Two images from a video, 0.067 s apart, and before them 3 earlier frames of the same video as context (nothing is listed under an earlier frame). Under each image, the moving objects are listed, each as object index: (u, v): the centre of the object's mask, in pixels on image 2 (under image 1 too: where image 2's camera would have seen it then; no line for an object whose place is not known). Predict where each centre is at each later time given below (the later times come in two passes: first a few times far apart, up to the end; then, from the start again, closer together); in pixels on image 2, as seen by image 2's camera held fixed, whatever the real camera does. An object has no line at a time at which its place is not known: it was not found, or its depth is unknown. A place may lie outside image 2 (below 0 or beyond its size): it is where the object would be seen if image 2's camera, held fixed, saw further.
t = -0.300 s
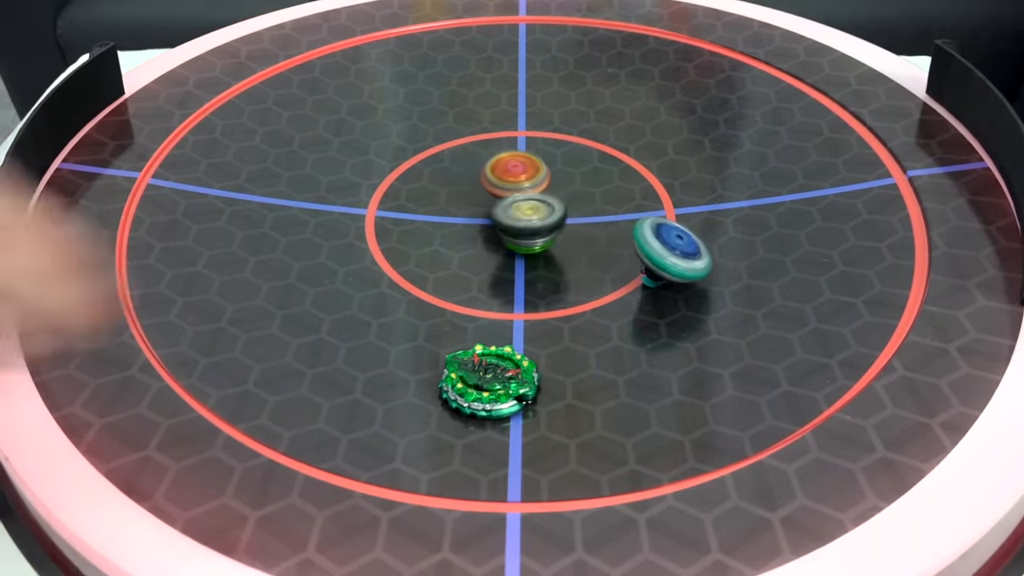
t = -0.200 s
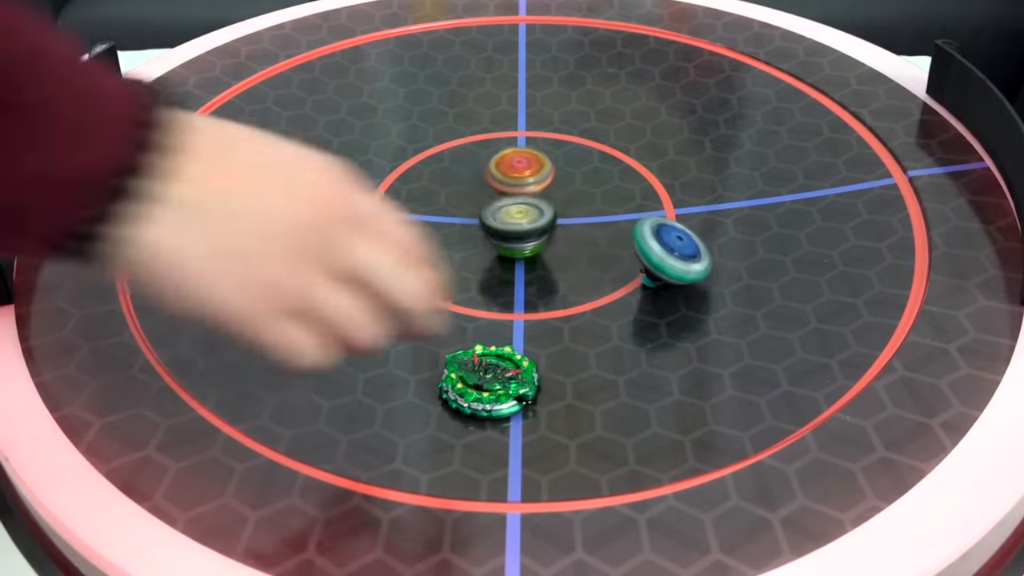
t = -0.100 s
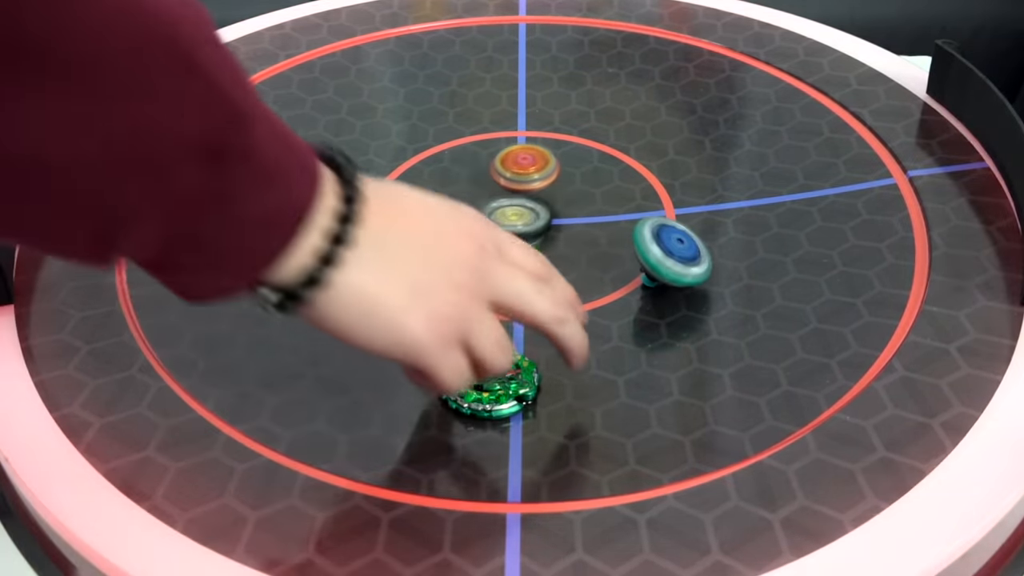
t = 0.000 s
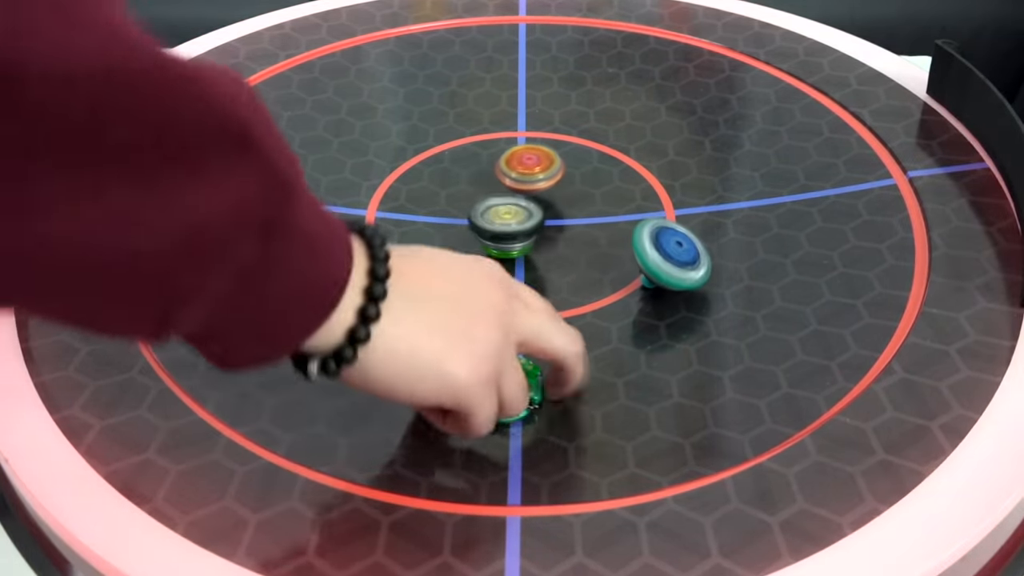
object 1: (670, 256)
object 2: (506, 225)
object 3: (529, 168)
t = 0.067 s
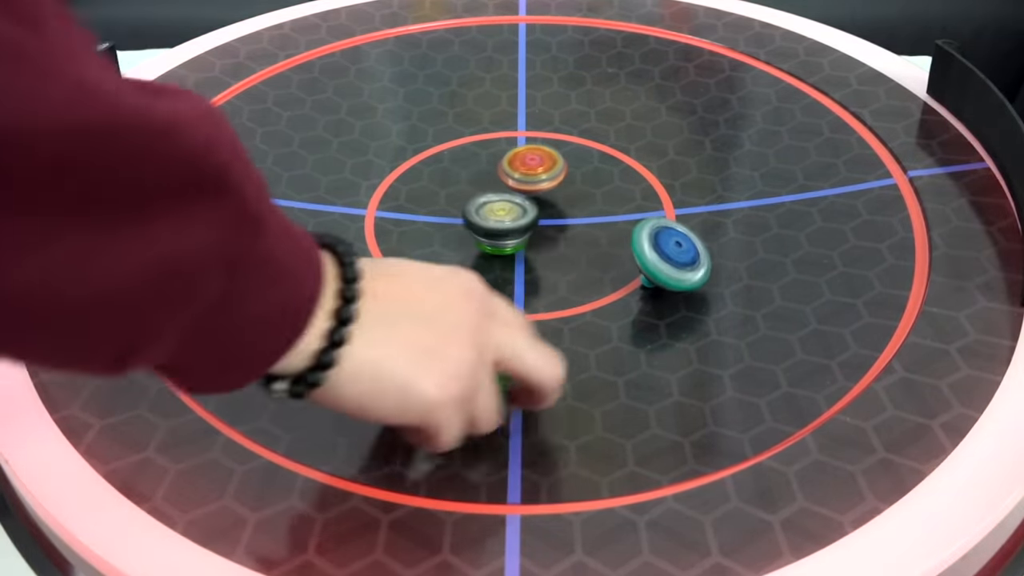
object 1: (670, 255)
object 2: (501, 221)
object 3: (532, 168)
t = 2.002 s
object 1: (629, 256)
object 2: (541, 163)
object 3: (549, 218)
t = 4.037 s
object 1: (631, 259)
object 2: (553, 215)
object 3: (515, 172)
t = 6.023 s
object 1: (601, 254)
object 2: (559, 169)
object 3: (485, 202)
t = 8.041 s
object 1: (573, 259)
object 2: (516, 168)
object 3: (545, 210)
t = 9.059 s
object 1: (580, 252)
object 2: (550, 203)
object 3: (470, 188)
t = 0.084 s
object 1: (670, 256)
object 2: (500, 220)
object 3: (533, 168)
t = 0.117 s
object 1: (670, 256)
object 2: (497, 219)
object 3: (534, 169)
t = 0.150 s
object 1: (669, 256)
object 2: (494, 216)
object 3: (535, 170)
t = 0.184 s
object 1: (669, 256)
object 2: (491, 215)
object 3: (536, 171)
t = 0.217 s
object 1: (669, 257)
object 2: (489, 213)
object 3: (537, 172)
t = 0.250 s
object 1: (669, 257)
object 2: (487, 211)
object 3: (537, 173)
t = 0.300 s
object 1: (668, 257)
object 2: (485, 208)
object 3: (539, 174)
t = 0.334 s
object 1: (667, 258)
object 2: (480, 208)
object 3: (543, 173)
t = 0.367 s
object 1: (667, 258)
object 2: (464, 210)
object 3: (557, 168)
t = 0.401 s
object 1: (666, 258)
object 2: (452, 213)
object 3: (569, 164)
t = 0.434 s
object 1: (665, 259)
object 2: (443, 215)
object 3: (578, 160)
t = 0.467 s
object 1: (665, 259)
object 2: (437, 216)
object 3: (585, 158)
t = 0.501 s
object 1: (664, 260)
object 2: (433, 216)
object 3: (589, 157)
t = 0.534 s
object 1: (663, 260)
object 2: (431, 216)
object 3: (592, 156)
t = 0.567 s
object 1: (662, 260)
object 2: (430, 215)
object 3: (593, 155)
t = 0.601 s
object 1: (661, 261)
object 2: (430, 215)
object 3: (593, 155)
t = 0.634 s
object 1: (659, 260)
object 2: (430, 213)
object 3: (591, 155)
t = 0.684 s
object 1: (658, 260)
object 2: (432, 211)
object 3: (588, 156)
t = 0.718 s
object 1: (658, 261)
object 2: (433, 209)
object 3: (586, 156)
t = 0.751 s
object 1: (656, 261)
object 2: (436, 207)
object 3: (584, 157)
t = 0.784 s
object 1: (655, 261)
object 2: (437, 205)
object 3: (581, 157)
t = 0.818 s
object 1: (654, 261)
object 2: (441, 202)
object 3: (579, 158)
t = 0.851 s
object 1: (653, 261)
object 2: (444, 201)
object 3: (577, 159)
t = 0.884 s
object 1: (652, 261)
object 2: (449, 198)
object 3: (574, 160)
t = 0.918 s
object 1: (651, 260)
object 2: (452, 195)
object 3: (572, 161)
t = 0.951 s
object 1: (650, 261)
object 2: (456, 193)
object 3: (570, 163)
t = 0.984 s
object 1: (649, 260)
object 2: (461, 191)
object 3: (567, 165)
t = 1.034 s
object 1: (648, 260)
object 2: (468, 187)
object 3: (564, 167)
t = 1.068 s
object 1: (647, 260)
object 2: (472, 184)
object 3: (562, 169)
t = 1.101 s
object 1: (646, 259)
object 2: (477, 182)
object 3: (560, 171)
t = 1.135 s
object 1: (645, 259)
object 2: (483, 181)
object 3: (558, 173)
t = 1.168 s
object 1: (644, 259)
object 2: (484, 177)
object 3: (561, 175)
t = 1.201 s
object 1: (644, 259)
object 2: (483, 176)
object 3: (565, 177)
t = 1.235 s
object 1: (642, 259)
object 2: (484, 174)
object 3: (568, 178)
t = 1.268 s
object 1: (642, 258)
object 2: (487, 173)
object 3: (570, 180)
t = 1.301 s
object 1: (641, 258)
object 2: (489, 171)
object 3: (571, 182)
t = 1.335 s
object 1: (640, 258)
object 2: (493, 170)
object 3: (571, 184)
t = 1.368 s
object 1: (640, 258)
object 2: (496, 170)
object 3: (570, 185)
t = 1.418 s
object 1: (639, 257)
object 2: (502, 168)
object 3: (568, 188)
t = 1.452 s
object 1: (638, 257)
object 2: (505, 168)
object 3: (568, 189)
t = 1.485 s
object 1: (637, 257)
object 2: (506, 166)
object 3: (569, 192)
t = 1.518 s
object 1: (636, 257)
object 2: (508, 165)
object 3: (570, 194)
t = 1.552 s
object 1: (636, 256)
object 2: (509, 164)
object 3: (570, 196)
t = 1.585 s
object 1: (635, 257)
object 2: (512, 164)
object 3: (569, 198)
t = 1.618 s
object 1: (635, 256)
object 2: (514, 164)
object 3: (568, 199)
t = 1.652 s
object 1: (634, 256)
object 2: (517, 163)
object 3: (567, 200)
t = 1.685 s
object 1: (634, 257)
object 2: (520, 163)
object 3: (564, 201)
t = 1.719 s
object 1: (633, 256)
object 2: (522, 163)
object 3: (562, 202)
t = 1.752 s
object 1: (633, 256)
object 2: (525, 163)
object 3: (560, 203)
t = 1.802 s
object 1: (632, 256)
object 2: (530, 162)
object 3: (557, 205)
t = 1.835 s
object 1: (632, 256)
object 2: (532, 161)
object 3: (557, 209)
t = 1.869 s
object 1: (631, 256)
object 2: (534, 161)
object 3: (556, 212)
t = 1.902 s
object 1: (631, 256)
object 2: (536, 161)
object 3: (555, 214)
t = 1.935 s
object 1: (631, 256)
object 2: (537, 161)
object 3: (553, 216)
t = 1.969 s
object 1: (630, 256)
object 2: (539, 162)
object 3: (551, 217)
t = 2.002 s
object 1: (629, 256)
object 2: (541, 163)
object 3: (549, 218)
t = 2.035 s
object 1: (629, 256)
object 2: (543, 165)
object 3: (546, 219)
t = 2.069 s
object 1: (629, 255)
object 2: (545, 166)
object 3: (544, 219)
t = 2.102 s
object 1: (629, 255)
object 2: (546, 166)
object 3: (542, 219)
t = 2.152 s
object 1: (629, 255)
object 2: (549, 168)
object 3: (538, 219)
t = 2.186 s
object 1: (629, 255)
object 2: (550, 170)
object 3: (537, 218)
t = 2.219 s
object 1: (628, 255)
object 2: (552, 171)
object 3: (534, 218)
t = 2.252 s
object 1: (628, 255)
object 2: (555, 171)
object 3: (529, 222)
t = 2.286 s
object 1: (628, 255)
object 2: (558, 170)
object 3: (523, 225)
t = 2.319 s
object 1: (628, 255)
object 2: (559, 169)
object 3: (517, 228)
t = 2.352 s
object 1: (628, 255)
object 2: (560, 168)
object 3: (512, 230)
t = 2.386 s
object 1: (628, 255)
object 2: (560, 168)
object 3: (507, 231)
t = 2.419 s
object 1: (627, 255)
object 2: (560, 168)
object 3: (503, 231)
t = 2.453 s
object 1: (627, 255)
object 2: (559, 169)
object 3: (500, 231)
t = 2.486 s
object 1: (627, 255)
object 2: (558, 169)
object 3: (497, 231)
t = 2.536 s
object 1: (627, 254)
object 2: (556, 171)
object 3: (493, 229)
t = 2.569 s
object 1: (626, 254)
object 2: (555, 172)
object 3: (491, 228)
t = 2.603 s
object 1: (626, 254)
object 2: (552, 173)
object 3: (489, 227)
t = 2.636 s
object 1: (626, 254)
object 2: (551, 175)
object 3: (488, 226)
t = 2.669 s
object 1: (626, 254)
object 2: (548, 177)
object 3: (486, 224)
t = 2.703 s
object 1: (626, 254)
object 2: (546, 179)
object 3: (485, 222)
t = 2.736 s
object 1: (626, 253)
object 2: (544, 180)
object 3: (484, 220)
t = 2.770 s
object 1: (627, 253)
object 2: (542, 183)
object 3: (483, 218)
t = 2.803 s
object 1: (626, 253)
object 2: (540, 184)
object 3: (483, 216)
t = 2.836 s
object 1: (626, 253)
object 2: (538, 185)
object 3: (482, 215)
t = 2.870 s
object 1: (626, 253)
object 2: (540, 185)
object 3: (479, 212)
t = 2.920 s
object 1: (627, 253)
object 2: (544, 185)
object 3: (469, 212)
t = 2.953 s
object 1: (627, 253)
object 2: (543, 185)
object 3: (464, 211)
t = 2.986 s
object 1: (627, 253)
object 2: (543, 186)
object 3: (462, 210)
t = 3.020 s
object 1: (627, 253)
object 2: (541, 187)
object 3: (460, 208)
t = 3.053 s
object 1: (628, 253)
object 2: (540, 187)
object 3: (460, 207)
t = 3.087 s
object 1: (628, 253)
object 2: (537, 188)
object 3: (460, 206)
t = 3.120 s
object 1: (628, 253)
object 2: (534, 190)
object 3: (461, 204)
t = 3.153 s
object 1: (628, 253)
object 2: (534, 191)
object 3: (461, 203)
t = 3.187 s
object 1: (629, 253)
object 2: (535, 192)
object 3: (458, 202)
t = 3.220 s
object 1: (629, 254)
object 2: (536, 193)
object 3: (455, 200)
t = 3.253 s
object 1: (629, 254)
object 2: (535, 194)
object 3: (454, 199)
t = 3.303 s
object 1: (630, 254)
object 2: (534, 195)
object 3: (456, 196)
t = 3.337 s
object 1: (630, 254)
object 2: (533, 195)
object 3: (458, 196)
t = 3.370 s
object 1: (631, 254)
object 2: (538, 197)
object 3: (455, 192)
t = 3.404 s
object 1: (631, 254)
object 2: (546, 198)
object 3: (451, 190)
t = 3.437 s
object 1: (631, 254)
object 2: (553, 199)
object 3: (448, 187)
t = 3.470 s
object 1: (632, 255)
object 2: (557, 200)
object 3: (449, 185)
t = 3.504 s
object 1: (632, 255)
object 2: (559, 200)
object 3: (449, 183)
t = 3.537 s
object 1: (632, 255)
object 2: (561, 201)
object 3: (452, 181)
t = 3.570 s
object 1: (632, 256)
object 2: (562, 201)
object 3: (455, 180)
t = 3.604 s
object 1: (633, 256)
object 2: (563, 203)
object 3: (459, 179)
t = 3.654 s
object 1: (633, 256)
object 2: (563, 204)
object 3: (465, 178)
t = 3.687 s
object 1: (633, 256)
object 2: (563, 204)
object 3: (469, 176)
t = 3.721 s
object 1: (634, 257)
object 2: (563, 205)
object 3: (474, 176)
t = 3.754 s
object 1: (634, 257)
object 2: (563, 206)
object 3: (478, 176)
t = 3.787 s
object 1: (634, 257)
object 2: (562, 207)
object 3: (484, 176)
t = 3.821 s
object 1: (634, 258)
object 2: (561, 207)
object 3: (488, 175)
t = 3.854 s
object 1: (634, 258)
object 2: (560, 208)
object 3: (494, 175)
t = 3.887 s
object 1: (633, 258)
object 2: (559, 209)
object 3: (498, 176)
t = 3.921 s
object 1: (633, 258)
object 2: (558, 210)
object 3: (503, 175)
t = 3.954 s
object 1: (633, 259)
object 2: (556, 211)
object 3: (506, 175)
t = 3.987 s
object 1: (632, 259)
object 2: (554, 211)
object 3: (510, 174)
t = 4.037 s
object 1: (631, 259)
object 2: (553, 215)
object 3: (515, 172)
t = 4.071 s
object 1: (631, 260)
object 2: (552, 218)
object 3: (519, 171)
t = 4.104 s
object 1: (631, 261)
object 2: (551, 219)
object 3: (523, 169)
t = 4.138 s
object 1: (629, 261)
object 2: (550, 221)
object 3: (526, 168)
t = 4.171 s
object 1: (628, 261)
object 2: (548, 221)
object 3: (529, 167)
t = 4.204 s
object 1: (628, 262)
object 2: (546, 222)
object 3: (533, 167)
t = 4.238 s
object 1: (626, 262)
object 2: (544, 223)
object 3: (535, 167)
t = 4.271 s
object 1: (625, 262)
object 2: (541, 224)
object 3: (539, 166)
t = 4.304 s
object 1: (624, 262)
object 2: (538, 224)
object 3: (541, 166)
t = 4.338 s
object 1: (623, 263)
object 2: (535, 224)
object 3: (544, 166)
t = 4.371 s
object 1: (622, 263)
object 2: (532, 224)
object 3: (546, 167)
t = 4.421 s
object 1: (620, 263)
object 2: (528, 223)
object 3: (549, 168)
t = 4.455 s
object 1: (619, 263)
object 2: (525, 223)
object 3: (551, 169)
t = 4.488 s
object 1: (618, 263)
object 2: (522, 222)
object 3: (553, 170)
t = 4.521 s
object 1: (617, 263)
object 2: (519, 222)
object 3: (554, 172)
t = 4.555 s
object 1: (615, 263)
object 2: (516, 220)
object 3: (556, 174)
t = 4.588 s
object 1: (614, 262)
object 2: (513, 219)
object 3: (556, 176)
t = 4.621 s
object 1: (613, 262)
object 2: (510, 218)
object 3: (557, 177)
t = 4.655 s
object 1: (612, 262)
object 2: (508, 217)
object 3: (558, 179)
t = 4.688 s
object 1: (611, 262)
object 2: (504, 216)
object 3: (559, 181)
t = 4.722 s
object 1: (610, 262)
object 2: (500, 215)
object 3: (561, 182)
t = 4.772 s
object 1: (608, 261)
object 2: (495, 213)
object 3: (562, 185)
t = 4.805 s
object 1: (608, 261)
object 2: (492, 212)
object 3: (562, 187)
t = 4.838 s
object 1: (607, 261)
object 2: (491, 210)
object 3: (562, 189)
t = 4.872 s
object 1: (606, 260)
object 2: (489, 209)
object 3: (561, 191)
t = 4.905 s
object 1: (605, 259)
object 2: (483, 207)
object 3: (564, 192)
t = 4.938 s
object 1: (605, 259)
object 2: (474, 206)
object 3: (571, 193)
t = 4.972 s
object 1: (604, 259)
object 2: (466, 205)
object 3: (575, 195)
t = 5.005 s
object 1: (603, 258)
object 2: (462, 203)
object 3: (578, 196)
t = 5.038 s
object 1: (603, 258)
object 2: (459, 201)
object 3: (580, 197)
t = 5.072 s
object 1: (602, 258)
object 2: (457, 200)
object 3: (579, 199)
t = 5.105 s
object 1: (602, 257)
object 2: (456, 197)
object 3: (579, 200)
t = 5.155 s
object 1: (601, 257)
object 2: (455, 193)
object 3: (577, 202)
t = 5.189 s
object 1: (601, 257)
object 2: (456, 191)
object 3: (574, 204)
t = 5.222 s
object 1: (601, 257)
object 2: (456, 188)
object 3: (571, 205)
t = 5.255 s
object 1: (601, 257)
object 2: (457, 186)
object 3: (568, 207)
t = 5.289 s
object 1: (600, 257)
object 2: (459, 184)
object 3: (564, 207)
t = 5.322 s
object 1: (600, 256)
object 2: (461, 181)
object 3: (561, 210)
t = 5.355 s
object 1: (600, 256)
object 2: (463, 178)
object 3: (557, 211)
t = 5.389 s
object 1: (600, 256)
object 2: (466, 176)
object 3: (553, 212)
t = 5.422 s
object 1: (600, 256)
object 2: (469, 174)
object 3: (548, 213)
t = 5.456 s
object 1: (600, 256)
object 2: (473, 173)
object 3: (543, 213)
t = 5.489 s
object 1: (600, 256)
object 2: (477, 171)
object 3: (539, 213)
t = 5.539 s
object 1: (600, 255)
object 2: (483, 169)
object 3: (532, 214)
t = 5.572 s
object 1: (600, 255)
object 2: (487, 168)
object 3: (527, 214)
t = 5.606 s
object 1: (600, 255)
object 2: (492, 166)
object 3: (523, 214)
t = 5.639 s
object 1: (600, 255)
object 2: (497, 164)
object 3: (519, 214)
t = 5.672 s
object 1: (600, 255)
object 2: (502, 162)
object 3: (515, 214)
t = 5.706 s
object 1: (600, 255)
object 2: (508, 161)
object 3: (511, 214)
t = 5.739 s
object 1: (600, 255)
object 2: (514, 161)
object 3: (507, 213)
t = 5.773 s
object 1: (601, 254)
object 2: (520, 162)
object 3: (504, 212)
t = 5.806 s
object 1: (600, 254)
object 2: (525, 162)
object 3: (500, 211)
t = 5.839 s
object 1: (600, 254)
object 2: (531, 163)
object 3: (498, 210)
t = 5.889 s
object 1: (600, 254)
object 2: (538, 165)
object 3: (494, 208)
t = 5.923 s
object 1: (600, 254)
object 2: (544, 166)
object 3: (491, 207)
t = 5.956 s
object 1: (601, 254)
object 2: (550, 167)
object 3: (488, 205)
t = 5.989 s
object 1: (601, 254)
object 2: (554, 168)
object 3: (486, 203)
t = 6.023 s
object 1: (601, 254)
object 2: (559, 169)
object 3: (485, 202)
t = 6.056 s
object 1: (601, 254)
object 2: (563, 171)
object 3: (483, 200)
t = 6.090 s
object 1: (601, 253)
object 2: (567, 172)
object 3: (481, 199)
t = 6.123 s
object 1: (601, 253)
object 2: (572, 174)
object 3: (481, 197)
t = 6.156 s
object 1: (601, 253)
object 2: (575, 176)
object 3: (480, 195)
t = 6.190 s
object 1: (602, 253)
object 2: (578, 179)
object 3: (479, 193)
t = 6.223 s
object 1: (602, 252)
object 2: (581, 182)
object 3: (479, 191)
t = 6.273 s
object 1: (602, 253)
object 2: (584, 185)
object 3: (480, 188)
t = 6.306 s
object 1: (603, 253)
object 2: (586, 188)
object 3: (480, 186)
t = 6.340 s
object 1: (603, 253)
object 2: (587, 191)
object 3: (481, 185)
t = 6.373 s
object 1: (604, 254)
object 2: (588, 193)
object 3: (481, 183)
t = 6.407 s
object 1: (605, 254)
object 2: (588, 195)
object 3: (483, 181)
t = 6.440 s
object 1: (605, 254)
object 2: (587, 197)
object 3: (484, 180)
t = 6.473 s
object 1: (605, 254)
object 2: (585, 199)
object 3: (485, 178)
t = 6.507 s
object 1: (606, 254)
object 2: (583, 200)
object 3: (488, 177)
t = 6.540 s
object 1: (607, 255)
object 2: (580, 202)
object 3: (490, 176)
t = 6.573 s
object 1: (607, 260)
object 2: (574, 203)
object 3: (492, 174)
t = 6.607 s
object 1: (604, 261)
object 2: (569, 203)
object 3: (495, 173)
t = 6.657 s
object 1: (603, 261)
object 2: (561, 204)
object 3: (499, 172)
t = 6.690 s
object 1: (603, 260)
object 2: (556, 206)
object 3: (502, 170)
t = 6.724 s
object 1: (603, 258)
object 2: (551, 207)
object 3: (505, 169)
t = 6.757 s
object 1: (602, 257)
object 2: (546, 208)
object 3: (508, 167)
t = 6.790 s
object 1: (601, 255)
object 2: (543, 211)
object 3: (510, 163)
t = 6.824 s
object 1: (601, 255)
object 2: (540, 214)
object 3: (512, 160)
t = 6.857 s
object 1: (602, 255)
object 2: (536, 215)
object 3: (515, 158)
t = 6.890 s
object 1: (602, 256)
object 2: (532, 216)
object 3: (518, 156)
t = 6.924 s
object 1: (601, 256)
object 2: (527, 217)
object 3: (521, 155)
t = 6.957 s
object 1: (601, 256)
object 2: (522, 218)
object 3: (524, 154)
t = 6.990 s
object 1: (602, 257)
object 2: (517, 218)
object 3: (527, 154)
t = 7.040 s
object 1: (601, 257)
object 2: (509, 218)
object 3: (532, 154)
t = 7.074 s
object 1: (601, 257)
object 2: (503, 217)
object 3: (535, 154)
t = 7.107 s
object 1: (601, 258)
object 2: (498, 217)
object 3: (538, 154)
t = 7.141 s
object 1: (601, 258)
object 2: (494, 216)
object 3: (541, 155)
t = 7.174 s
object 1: (600, 259)
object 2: (490, 215)
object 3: (543, 155)
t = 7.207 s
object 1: (600, 259)
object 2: (486, 213)
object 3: (546, 156)
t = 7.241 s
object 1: (599, 259)
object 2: (483, 212)
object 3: (549, 158)
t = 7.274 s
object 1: (598, 260)
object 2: (480, 210)
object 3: (551, 159)
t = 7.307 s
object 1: (597, 260)
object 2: (477, 207)
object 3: (553, 160)
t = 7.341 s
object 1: (597, 260)
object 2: (475, 205)
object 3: (555, 161)
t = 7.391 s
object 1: (595, 261)
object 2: (471, 202)
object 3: (558, 164)
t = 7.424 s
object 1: (594, 261)
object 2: (470, 200)
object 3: (560, 165)
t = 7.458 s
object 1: (593, 262)
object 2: (469, 198)
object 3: (562, 167)
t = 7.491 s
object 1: (592, 262)
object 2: (469, 195)
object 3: (563, 170)
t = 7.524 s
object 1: (591, 262)
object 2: (470, 192)
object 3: (564, 172)
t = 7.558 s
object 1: (590, 262)
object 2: (470, 190)
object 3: (564, 175)
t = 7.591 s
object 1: (588, 262)
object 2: (471, 188)
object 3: (565, 177)
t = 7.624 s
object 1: (587, 262)
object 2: (473, 186)
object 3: (565, 180)
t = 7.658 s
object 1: (586, 262)
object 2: (475, 184)
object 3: (565, 183)
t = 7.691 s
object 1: (585, 262)
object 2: (477, 182)
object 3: (565, 186)
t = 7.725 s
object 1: (584, 262)
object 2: (480, 180)
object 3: (564, 188)
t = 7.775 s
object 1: (581, 262)
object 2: (484, 177)
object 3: (563, 192)
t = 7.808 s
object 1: (580, 261)
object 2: (487, 175)
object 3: (561, 194)
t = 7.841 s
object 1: (579, 261)
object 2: (490, 174)
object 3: (560, 197)
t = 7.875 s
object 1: (578, 261)
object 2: (494, 173)
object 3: (559, 198)
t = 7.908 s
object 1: (578, 261)
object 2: (499, 172)
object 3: (557, 201)
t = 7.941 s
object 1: (577, 261)
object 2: (503, 171)
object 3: (554, 203)
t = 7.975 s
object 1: (576, 260)
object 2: (507, 170)
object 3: (551, 206)
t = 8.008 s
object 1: (574, 260)
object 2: (512, 169)
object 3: (548, 208)
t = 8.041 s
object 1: (573, 259)
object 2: (516, 168)
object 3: (545, 210)
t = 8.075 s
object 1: (573, 258)
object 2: (521, 167)
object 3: (541, 211)
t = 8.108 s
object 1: (572, 258)
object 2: (526, 167)
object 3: (538, 213)
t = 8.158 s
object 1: (572, 259)
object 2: (532, 166)
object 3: (533, 216)
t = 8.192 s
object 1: (574, 261)
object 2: (537, 167)
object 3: (529, 216)
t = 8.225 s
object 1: (573, 261)
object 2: (544, 167)
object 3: (522, 217)
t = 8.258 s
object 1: (573, 260)
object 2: (550, 166)
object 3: (512, 220)
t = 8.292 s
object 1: (574, 258)
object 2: (554, 164)
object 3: (503, 222)
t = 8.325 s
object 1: (574, 257)
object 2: (558, 162)
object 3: (495, 223)
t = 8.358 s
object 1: (575, 256)
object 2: (561, 162)
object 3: (488, 224)
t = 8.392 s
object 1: (575, 256)
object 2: (563, 162)
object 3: (483, 225)
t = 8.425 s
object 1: (575, 256)
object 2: (565, 163)
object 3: (478, 225)
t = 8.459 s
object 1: (575, 256)
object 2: (568, 164)
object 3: (474, 224)
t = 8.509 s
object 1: (575, 255)
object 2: (571, 166)
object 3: (467, 223)
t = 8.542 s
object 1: (576, 255)
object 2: (572, 167)
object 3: (464, 223)
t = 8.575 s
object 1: (576, 255)
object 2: (574, 170)
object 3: (462, 222)
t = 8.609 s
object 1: (576, 255)
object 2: (575, 172)
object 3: (459, 220)
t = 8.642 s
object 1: (576, 255)
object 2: (576, 174)
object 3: (457, 219)
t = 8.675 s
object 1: (576, 254)
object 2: (576, 176)
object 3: (456, 216)
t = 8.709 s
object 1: (577, 254)
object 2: (576, 179)
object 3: (455, 215)
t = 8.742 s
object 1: (577, 254)
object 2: (576, 181)
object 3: (454, 212)
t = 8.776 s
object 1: (577, 253)
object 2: (576, 185)
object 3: (454, 210)
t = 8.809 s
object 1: (577, 253)
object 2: (574, 186)
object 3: (455, 208)
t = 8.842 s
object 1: (578, 253)
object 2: (572, 189)
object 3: (456, 206)
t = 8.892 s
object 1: (578, 253)
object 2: (568, 193)
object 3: (458, 201)
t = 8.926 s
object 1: (578, 252)
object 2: (565, 196)
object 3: (460, 198)
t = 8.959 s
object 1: (578, 252)
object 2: (562, 198)
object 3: (462, 196)
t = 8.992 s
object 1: (579, 252)
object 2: (559, 200)
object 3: (464, 193)
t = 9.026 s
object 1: (579, 252)
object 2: (555, 201)
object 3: (467, 191)
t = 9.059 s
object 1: (580, 252)
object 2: (550, 203)
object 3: (470, 188)
